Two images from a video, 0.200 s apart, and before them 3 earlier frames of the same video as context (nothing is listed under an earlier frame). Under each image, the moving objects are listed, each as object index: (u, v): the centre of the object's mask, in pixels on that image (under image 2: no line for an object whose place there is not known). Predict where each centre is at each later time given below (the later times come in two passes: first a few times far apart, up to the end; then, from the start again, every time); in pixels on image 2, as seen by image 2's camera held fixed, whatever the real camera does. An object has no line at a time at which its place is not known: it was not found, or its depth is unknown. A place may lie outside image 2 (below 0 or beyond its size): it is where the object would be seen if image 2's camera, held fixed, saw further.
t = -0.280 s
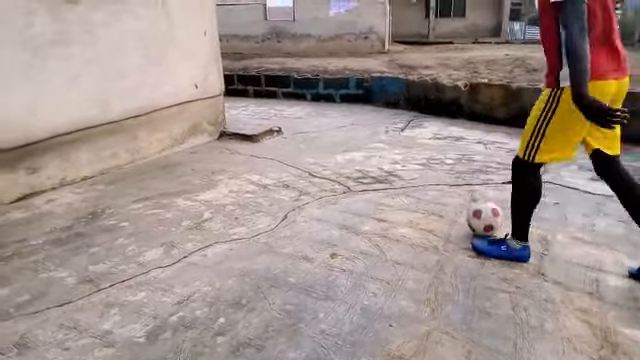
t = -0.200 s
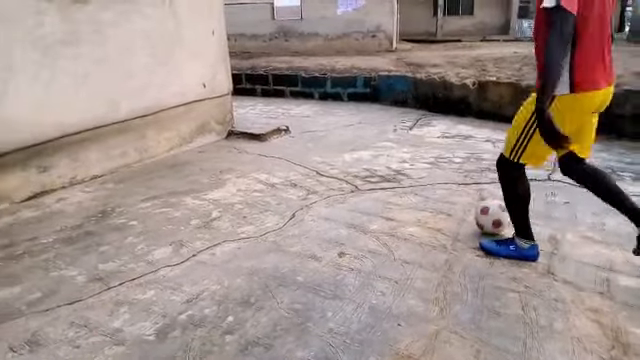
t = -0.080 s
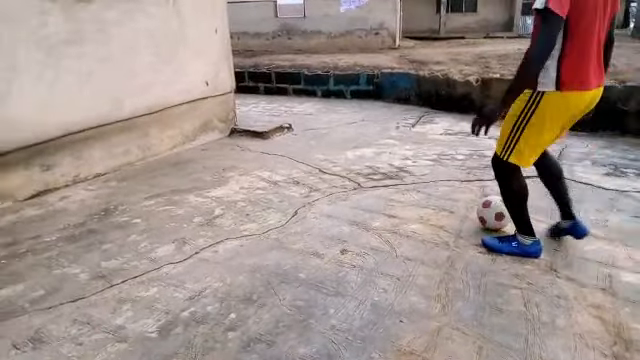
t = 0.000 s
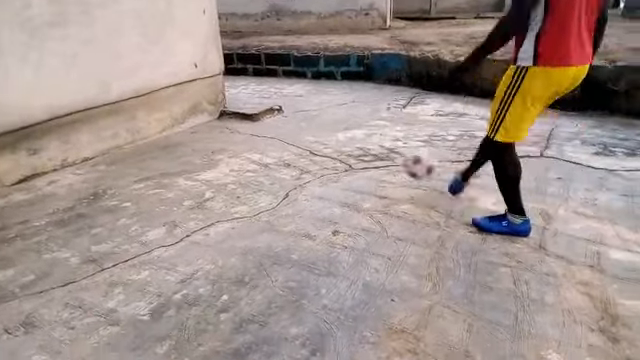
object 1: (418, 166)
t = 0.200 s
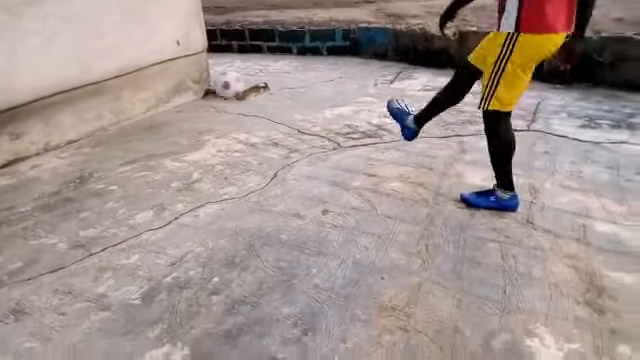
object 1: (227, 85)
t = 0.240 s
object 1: (169, 78)
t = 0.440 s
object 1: (133, 108)
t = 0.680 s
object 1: (208, 114)
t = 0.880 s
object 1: (272, 135)
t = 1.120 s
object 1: (346, 142)
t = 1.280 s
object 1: (391, 150)
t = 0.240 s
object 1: (169, 78)
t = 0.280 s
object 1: (144, 78)
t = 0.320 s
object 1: (117, 77)
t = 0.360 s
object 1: (93, 81)
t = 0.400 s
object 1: (103, 85)
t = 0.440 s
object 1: (133, 108)
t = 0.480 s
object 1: (150, 122)
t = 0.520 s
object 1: (165, 136)
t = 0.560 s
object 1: (175, 130)
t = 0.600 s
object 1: (182, 124)
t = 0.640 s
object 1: (189, 119)
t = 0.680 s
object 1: (208, 114)
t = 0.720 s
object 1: (217, 113)
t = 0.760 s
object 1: (227, 115)
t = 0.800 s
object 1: (238, 118)
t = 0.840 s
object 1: (249, 121)
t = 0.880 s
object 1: (272, 135)
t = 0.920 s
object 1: (283, 145)
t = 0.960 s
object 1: (293, 147)
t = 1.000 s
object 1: (303, 142)
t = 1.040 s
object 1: (313, 140)
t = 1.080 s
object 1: (325, 138)
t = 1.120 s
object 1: (346, 142)
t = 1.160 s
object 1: (356, 147)
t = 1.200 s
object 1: (368, 153)
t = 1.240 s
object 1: (379, 152)
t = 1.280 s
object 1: (391, 150)
